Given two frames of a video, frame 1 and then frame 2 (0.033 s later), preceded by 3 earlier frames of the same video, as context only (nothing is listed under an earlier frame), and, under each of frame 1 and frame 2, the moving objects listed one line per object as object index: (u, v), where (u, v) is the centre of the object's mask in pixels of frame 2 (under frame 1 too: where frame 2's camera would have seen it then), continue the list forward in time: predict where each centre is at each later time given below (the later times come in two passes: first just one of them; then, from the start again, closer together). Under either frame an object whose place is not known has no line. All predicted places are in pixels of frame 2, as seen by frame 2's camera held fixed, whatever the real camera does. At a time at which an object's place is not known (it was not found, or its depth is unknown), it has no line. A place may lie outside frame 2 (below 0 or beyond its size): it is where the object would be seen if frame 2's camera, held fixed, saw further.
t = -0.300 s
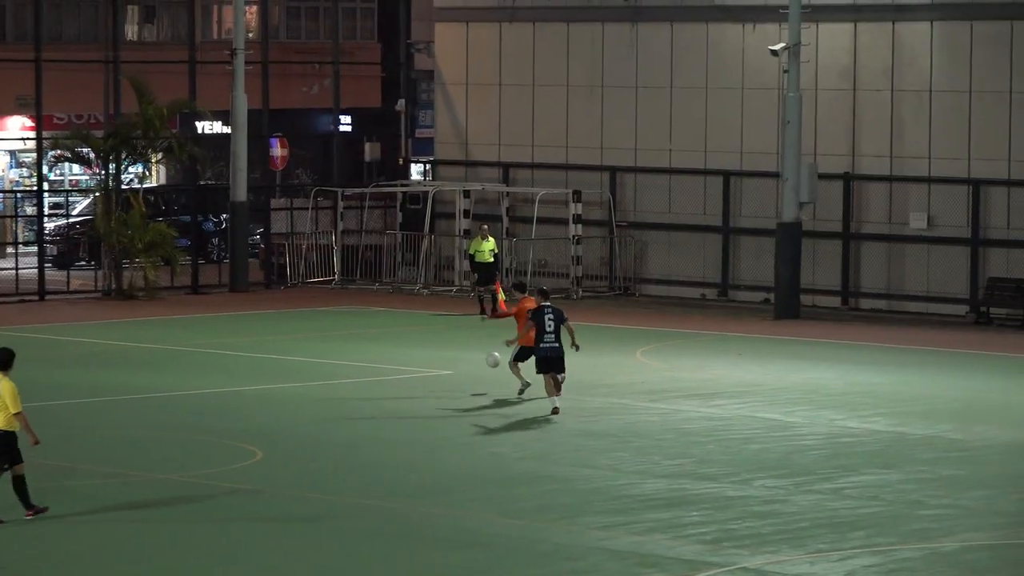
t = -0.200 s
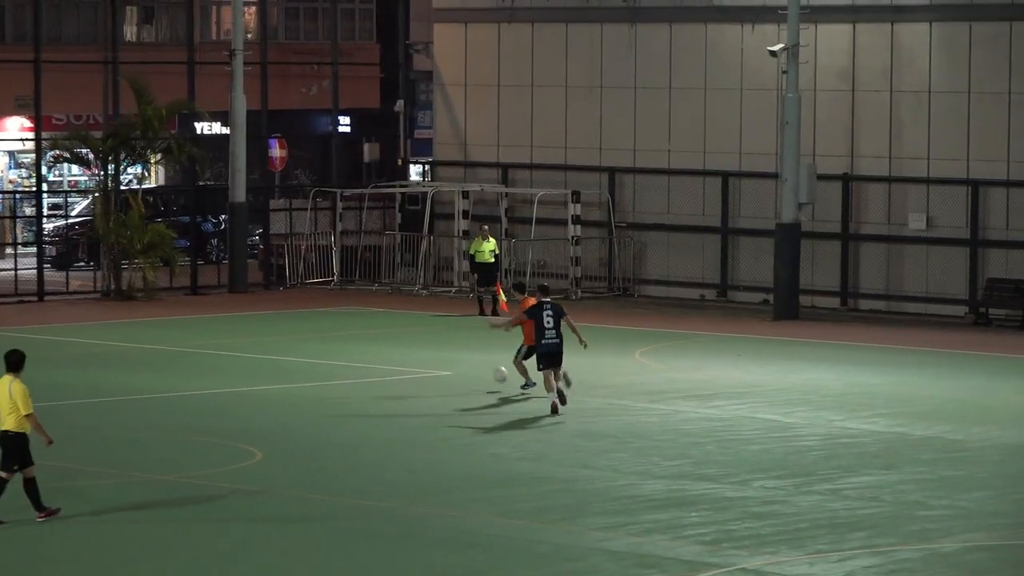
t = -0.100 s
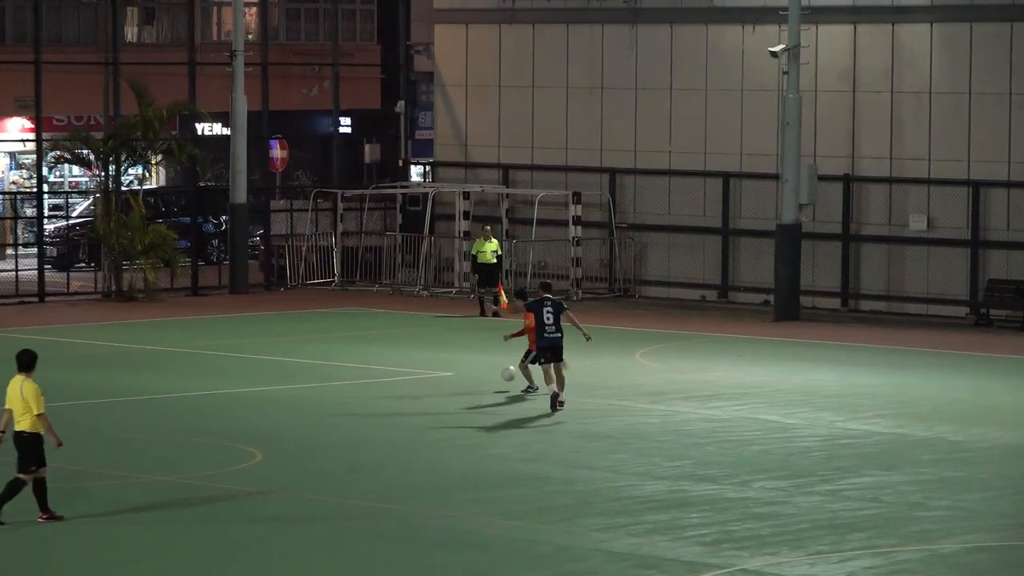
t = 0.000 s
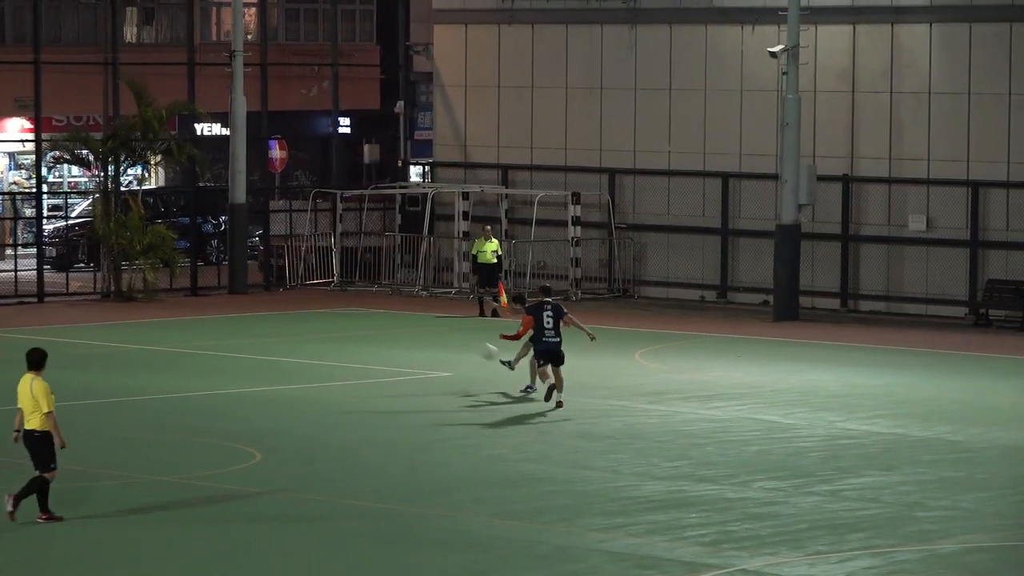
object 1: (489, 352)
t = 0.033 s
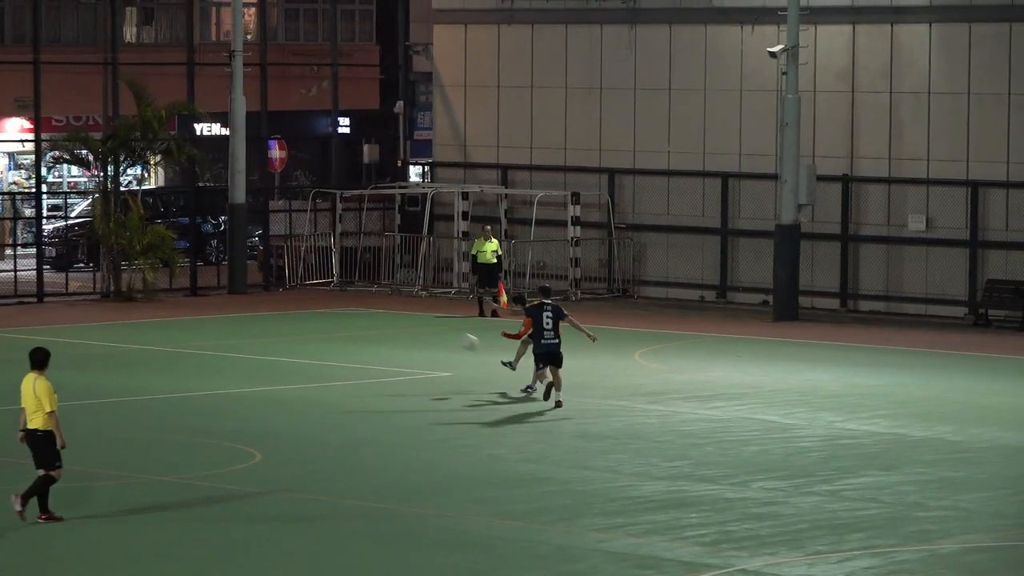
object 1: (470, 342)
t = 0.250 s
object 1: (347, 295)
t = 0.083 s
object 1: (441, 328)
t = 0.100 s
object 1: (432, 323)
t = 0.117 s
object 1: (422, 319)
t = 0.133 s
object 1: (413, 315)
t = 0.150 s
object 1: (404, 312)
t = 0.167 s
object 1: (394, 309)
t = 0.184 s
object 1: (384, 306)
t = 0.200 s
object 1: (375, 303)
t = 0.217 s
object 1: (365, 300)
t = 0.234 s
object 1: (356, 298)
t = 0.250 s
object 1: (347, 295)
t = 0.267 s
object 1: (338, 293)
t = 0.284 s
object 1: (329, 291)
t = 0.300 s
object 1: (320, 289)
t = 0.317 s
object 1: (310, 287)
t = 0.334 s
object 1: (301, 285)
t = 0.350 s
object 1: (292, 284)
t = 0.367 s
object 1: (283, 283)
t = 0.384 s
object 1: (273, 282)
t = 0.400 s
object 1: (265, 281)
